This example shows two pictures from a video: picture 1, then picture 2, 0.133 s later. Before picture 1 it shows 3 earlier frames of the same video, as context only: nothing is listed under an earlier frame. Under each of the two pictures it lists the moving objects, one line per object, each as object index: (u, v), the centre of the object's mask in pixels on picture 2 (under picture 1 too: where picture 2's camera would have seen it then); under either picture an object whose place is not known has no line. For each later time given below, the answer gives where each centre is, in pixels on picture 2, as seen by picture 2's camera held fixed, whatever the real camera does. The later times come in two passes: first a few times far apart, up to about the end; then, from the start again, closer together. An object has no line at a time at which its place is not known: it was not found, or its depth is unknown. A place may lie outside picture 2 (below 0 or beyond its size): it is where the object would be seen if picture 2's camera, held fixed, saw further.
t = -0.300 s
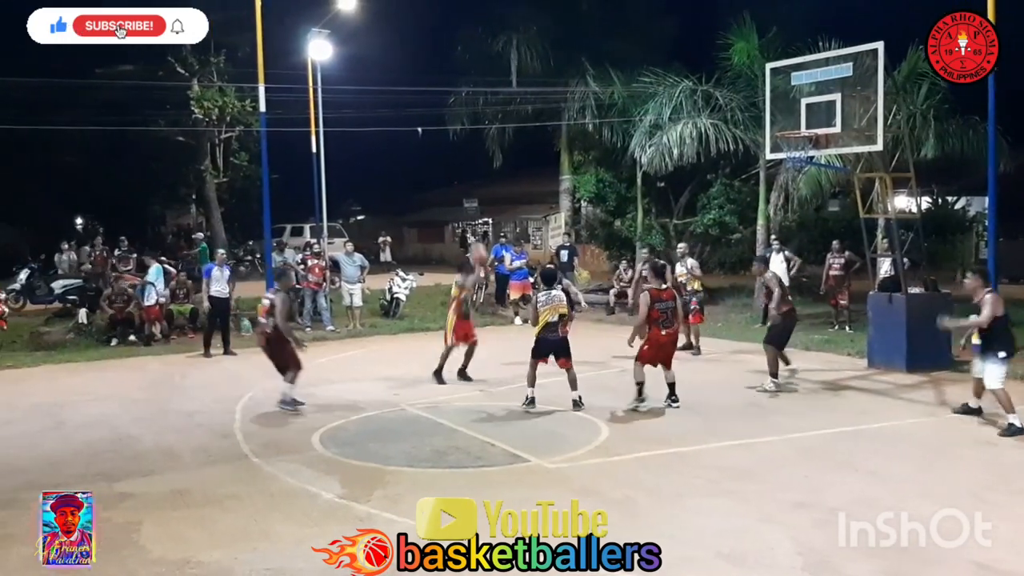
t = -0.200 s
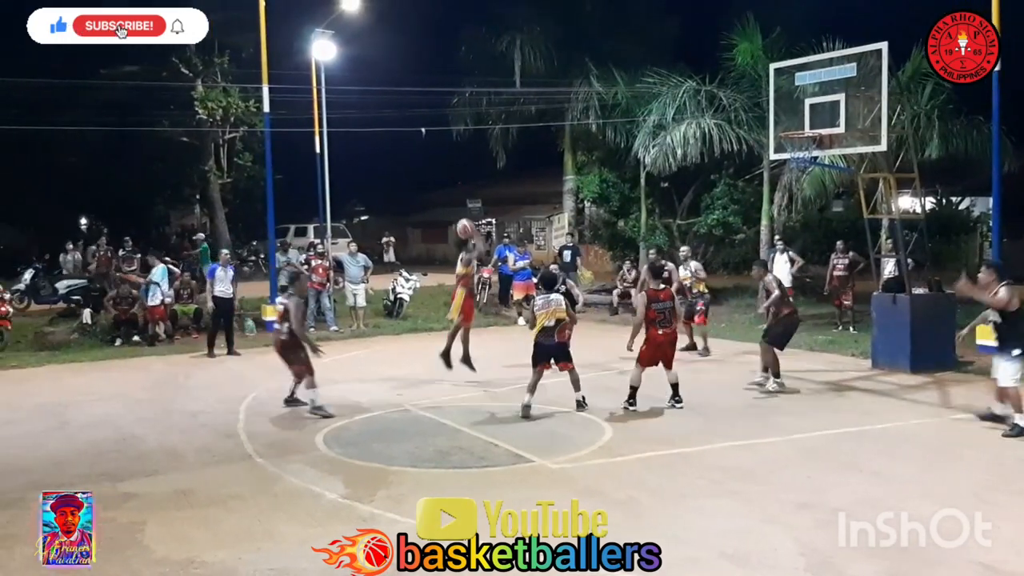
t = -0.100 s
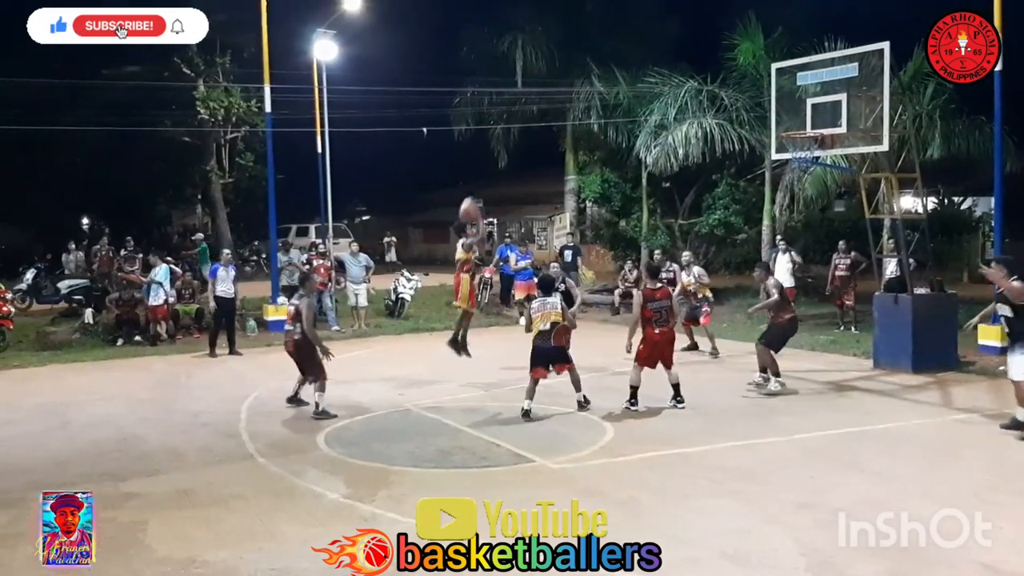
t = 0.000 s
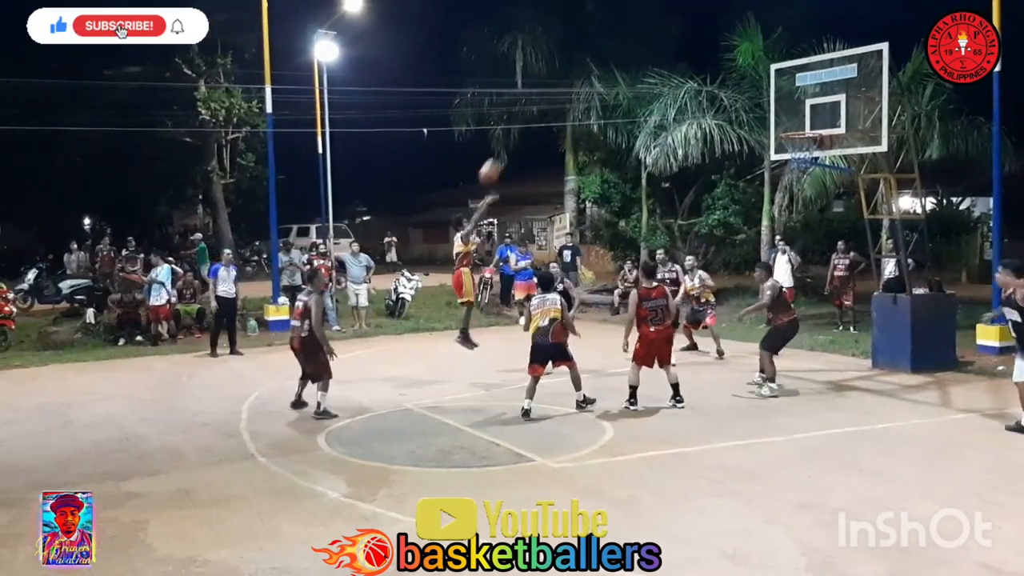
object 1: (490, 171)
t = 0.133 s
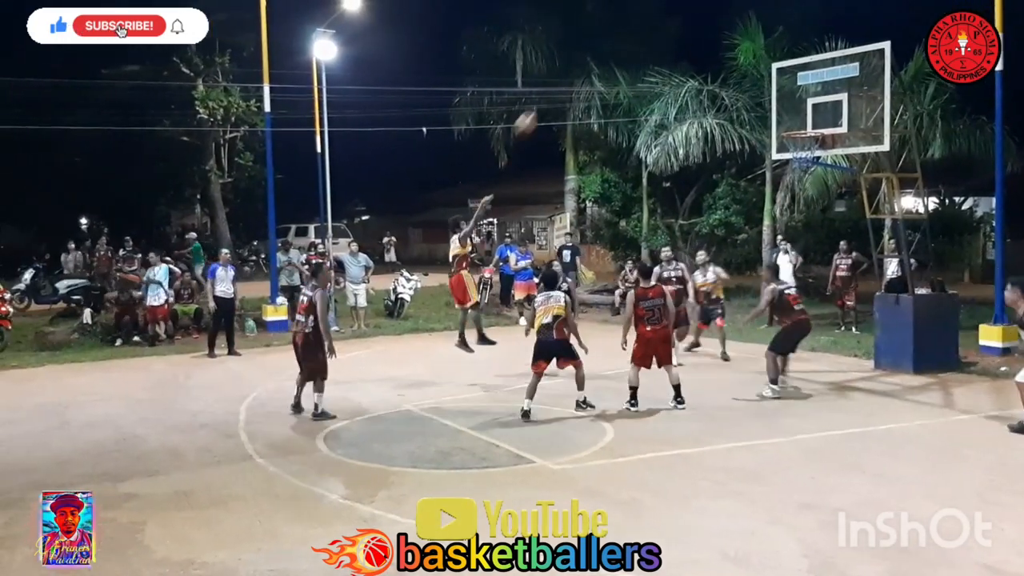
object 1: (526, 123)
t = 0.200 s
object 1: (544, 103)
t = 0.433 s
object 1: (611, 63)
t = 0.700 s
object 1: (687, 67)
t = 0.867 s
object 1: (736, 101)
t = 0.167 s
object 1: (536, 112)
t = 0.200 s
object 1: (544, 103)
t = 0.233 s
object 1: (554, 95)
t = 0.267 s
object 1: (564, 88)
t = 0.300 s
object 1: (573, 80)
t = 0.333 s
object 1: (582, 76)
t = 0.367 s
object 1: (592, 71)
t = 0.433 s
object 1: (611, 63)
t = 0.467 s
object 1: (621, 61)
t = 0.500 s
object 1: (630, 59)
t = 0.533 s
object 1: (640, 59)
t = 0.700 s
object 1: (687, 67)
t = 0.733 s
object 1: (697, 72)
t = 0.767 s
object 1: (706, 77)
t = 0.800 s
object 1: (716, 85)
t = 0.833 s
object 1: (726, 92)
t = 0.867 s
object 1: (736, 101)
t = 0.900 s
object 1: (745, 110)
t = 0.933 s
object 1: (756, 120)
